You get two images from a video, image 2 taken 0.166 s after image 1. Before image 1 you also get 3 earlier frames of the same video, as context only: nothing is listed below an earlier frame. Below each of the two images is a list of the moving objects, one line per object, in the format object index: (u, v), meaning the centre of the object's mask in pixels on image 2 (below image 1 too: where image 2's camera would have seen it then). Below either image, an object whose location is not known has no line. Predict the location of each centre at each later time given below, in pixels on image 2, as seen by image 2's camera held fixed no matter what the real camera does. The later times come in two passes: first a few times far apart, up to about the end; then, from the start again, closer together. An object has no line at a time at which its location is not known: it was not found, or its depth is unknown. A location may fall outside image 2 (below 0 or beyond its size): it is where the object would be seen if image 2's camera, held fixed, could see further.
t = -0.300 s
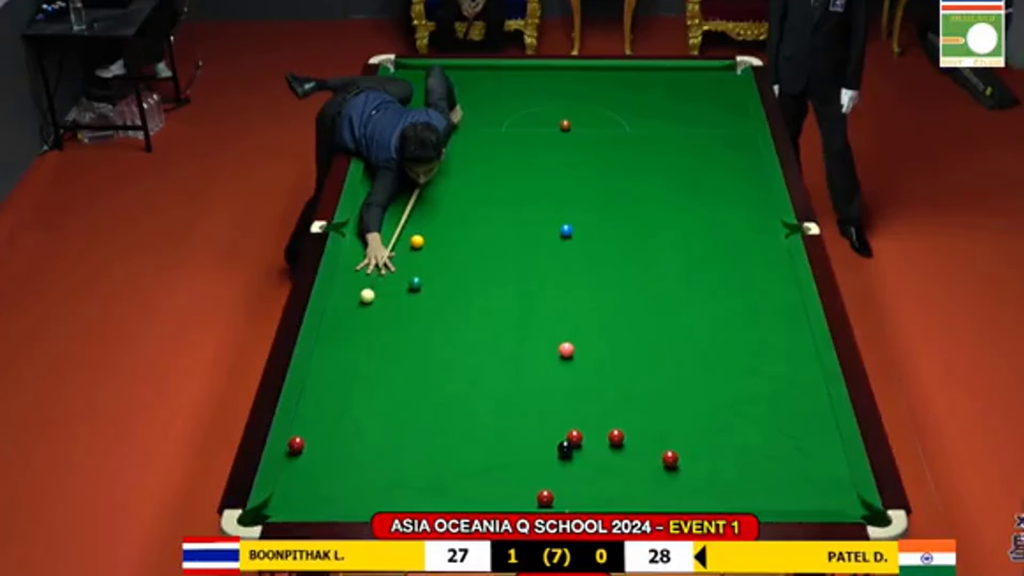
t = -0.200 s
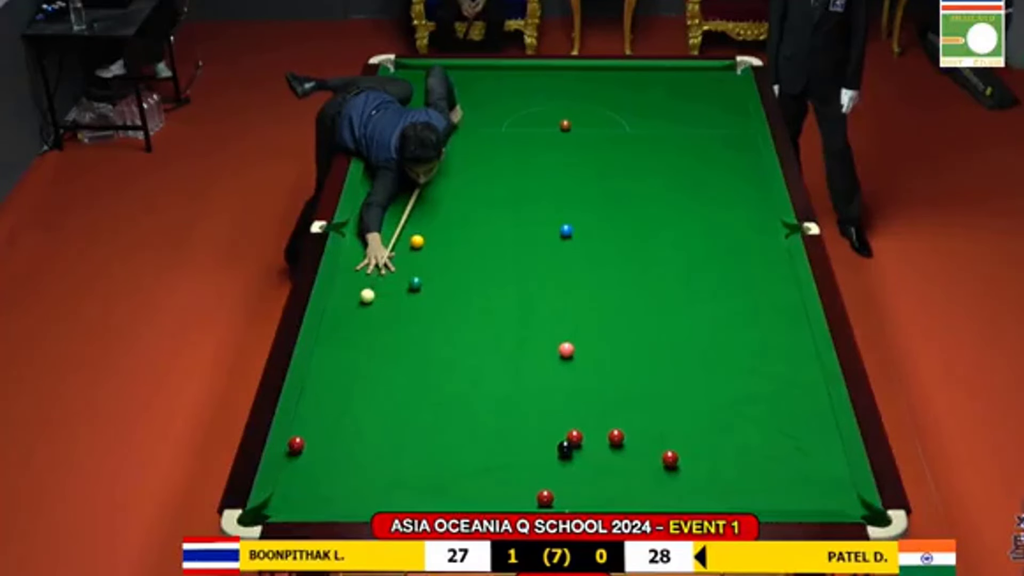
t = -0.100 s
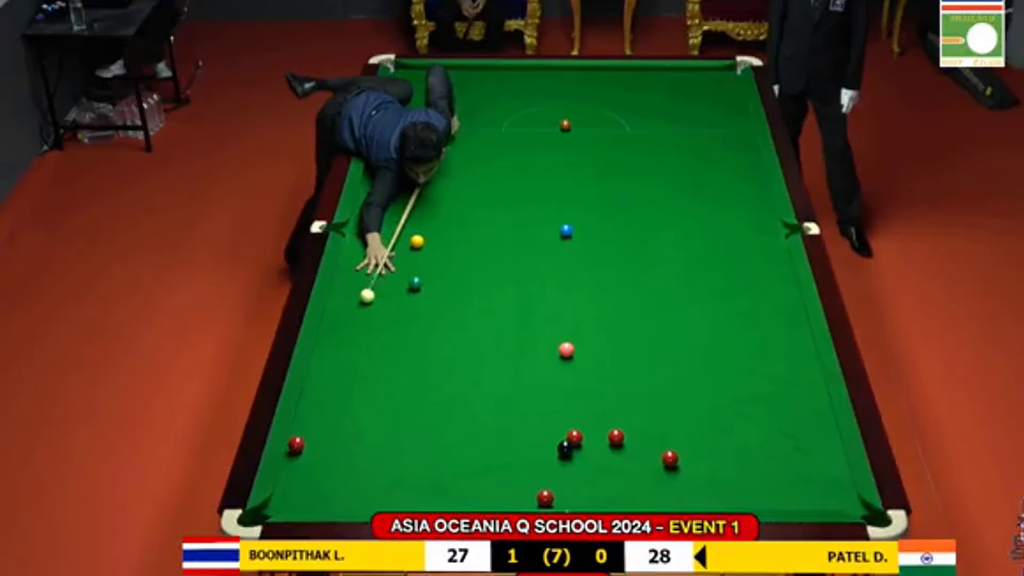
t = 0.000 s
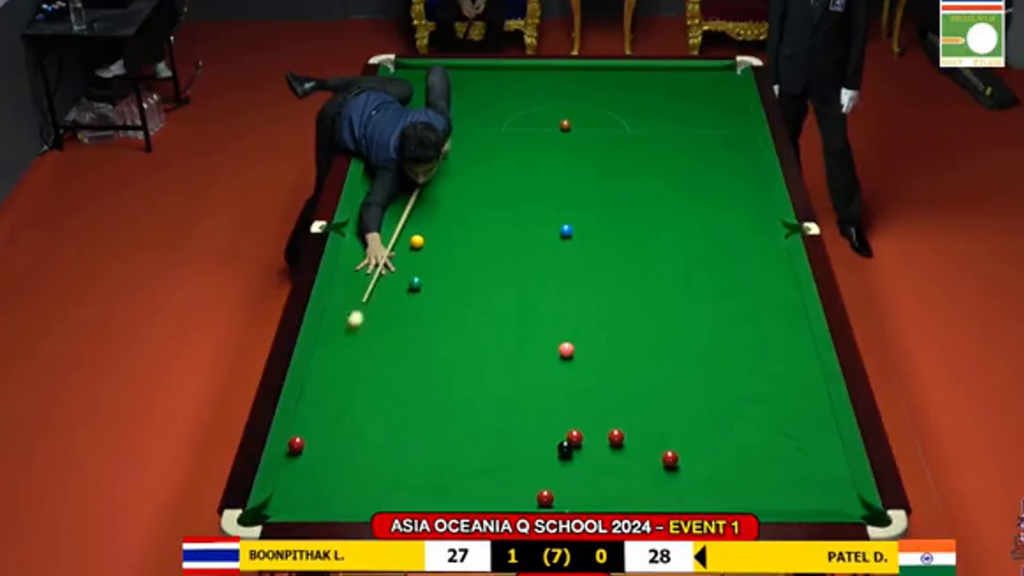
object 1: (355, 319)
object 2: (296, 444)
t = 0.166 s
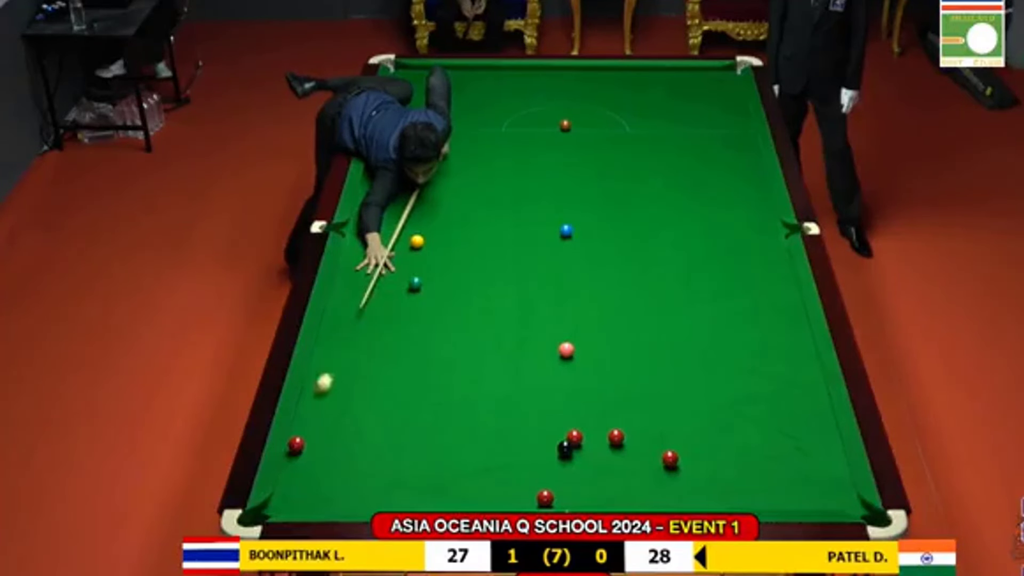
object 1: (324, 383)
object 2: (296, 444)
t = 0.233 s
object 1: (307, 417)
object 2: (296, 444)
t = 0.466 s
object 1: (304, 441)
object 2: (261, 514)
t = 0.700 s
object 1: (306, 468)
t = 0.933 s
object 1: (307, 497)
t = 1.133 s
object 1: (314, 496)
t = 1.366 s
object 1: (325, 480)
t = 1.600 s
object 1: (336, 464)
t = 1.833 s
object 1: (347, 448)
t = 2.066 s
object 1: (355, 436)
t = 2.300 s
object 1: (364, 423)
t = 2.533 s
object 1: (373, 412)
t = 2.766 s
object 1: (380, 402)
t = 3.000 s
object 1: (386, 393)
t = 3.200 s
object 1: (392, 386)
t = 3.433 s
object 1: (397, 378)
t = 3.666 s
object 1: (402, 372)
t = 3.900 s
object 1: (407, 366)
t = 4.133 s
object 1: (411, 361)
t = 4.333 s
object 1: (414, 356)
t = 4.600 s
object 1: (417, 352)
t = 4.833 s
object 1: (419, 349)
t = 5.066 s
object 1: (421, 347)
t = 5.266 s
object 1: (422, 345)
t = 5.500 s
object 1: (423, 344)
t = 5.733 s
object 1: (424, 344)
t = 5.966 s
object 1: (424, 344)
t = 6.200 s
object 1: (424, 344)
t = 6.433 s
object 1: (424, 344)
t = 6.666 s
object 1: (424, 344)
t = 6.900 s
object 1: (424, 344)
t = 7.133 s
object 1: (424, 344)
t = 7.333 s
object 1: (424, 344)
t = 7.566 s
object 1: (424, 344)
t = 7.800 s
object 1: (424, 344)
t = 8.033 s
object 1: (424, 344)
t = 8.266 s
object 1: (424, 344)
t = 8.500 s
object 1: (424, 344)
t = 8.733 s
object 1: (424, 344)
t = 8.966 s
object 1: (424, 344)
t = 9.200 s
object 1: (424, 344)
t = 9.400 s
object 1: (424, 344)
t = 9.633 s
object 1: (424, 344)
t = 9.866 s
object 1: (424, 344)
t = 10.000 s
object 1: (424, 344)
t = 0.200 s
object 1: (316, 400)
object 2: (296, 444)
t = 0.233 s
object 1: (307, 417)
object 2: (296, 444)
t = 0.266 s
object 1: (303, 426)
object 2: (296, 444)
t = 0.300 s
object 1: (297, 434)
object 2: (292, 456)
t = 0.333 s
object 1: (299, 435)
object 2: (287, 474)
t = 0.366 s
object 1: (300, 436)
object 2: (283, 483)
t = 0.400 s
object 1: (302, 438)
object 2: (278, 502)
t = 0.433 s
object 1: (303, 440)
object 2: (265, 512)
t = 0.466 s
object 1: (304, 441)
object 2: (261, 514)
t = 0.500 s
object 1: (305, 445)
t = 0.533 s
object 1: (305, 449)
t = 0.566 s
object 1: (306, 451)
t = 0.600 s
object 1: (306, 456)
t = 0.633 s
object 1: (306, 461)
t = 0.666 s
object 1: (306, 463)
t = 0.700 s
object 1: (306, 468)
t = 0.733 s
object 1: (306, 473)
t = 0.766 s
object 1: (306, 475)
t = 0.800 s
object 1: (306, 480)
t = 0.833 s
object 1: (306, 485)
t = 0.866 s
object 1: (307, 487)
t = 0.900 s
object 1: (307, 492)
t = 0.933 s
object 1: (307, 497)
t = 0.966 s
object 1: (307, 499)
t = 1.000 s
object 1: (308, 502)
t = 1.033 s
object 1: (309, 502)
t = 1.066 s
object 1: (310, 501)
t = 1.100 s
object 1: (312, 498)
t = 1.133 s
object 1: (314, 496)
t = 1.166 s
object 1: (315, 495)
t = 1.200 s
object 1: (317, 492)
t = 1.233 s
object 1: (319, 489)
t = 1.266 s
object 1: (320, 488)
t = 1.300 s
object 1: (322, 484)
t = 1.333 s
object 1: (324, 482)
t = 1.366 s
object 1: (325, 480)
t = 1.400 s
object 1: (327, 477)
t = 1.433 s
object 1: (329, 474)
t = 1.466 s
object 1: (330, 473)
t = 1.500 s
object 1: (332, 470)
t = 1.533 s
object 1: (334, 468)
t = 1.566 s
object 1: (334, 466)
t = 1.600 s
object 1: (336, 464)
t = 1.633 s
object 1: (338, 461)
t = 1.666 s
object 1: (339, 460)
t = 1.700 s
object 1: (341, 457)
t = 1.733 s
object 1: (342, 455)
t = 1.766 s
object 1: (343, 453)
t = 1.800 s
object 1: (345, 451)
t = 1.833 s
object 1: (347, 448)
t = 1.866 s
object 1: (347, 448)
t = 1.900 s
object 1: (349, 445)
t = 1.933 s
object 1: (351, 443)
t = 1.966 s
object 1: (351, 442)
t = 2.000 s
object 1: (353, 439)
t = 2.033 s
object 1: (355, 437)
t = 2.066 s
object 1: (355, 436)
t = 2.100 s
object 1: (357, 434)
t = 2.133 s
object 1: (358, 432)
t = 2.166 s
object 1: (359, 430)
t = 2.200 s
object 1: (361, 429)
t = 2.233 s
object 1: (362, 426)
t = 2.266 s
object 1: (363, 426)
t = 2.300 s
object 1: (364, 423)
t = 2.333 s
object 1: (366, 421)
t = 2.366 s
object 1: (366, 420)
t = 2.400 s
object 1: (368, 419)
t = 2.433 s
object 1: (369, 417)
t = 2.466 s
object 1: (370, 416)
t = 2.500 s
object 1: (371, 414)
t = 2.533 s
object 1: (373, 412)
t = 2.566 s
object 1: (373, 411)
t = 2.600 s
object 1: (375, 409)
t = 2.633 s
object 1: (376, 407)
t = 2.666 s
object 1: (377, 407)
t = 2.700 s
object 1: (378, 405)
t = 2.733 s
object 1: (379, 403)
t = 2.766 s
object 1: (380, 402)
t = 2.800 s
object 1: (381, 401)
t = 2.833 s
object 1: (382, 399)
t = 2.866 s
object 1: (382, 398)
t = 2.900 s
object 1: (384, 397)
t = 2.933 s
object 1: (385, 395)
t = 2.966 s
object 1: (386, 394)
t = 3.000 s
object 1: (386, 393)
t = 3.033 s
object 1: (388, 392)
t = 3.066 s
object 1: (388, 391)
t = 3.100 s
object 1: (389, 389)
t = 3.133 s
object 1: (390, 388)
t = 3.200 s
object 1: (392, 386)
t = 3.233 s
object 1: (392, 384)
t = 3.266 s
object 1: (393, 384)
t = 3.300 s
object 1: (394, 383)
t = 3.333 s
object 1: (395, 381)
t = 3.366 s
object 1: (396, 381)
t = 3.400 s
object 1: (396, 379)
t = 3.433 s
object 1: (397, 378)
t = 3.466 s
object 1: (398, 377)
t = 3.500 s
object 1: (399, 376)
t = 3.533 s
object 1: (399, 375)
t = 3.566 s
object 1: (400, 375)
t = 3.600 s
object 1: (401, 374)
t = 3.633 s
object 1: (402, 372)
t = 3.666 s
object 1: (402, 372)
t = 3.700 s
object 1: (403, 371)
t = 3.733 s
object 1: (404, 370)
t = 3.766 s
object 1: (404, 369)
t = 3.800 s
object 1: (405, 368)
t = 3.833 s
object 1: (406, 367)
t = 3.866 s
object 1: (406, 367)
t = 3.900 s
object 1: (407, 366)
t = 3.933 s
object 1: (407, 365)
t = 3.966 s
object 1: (408, 364)
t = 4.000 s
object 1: (409, 364)
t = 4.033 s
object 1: (409, 363)
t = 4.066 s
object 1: (410, 362)
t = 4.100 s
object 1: (410, 362)
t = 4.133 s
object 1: (411, 361)
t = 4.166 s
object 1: (411, 360)
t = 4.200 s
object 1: (412, 359)
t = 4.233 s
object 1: (412, 359)
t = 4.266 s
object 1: (413, 358)
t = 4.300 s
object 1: (413, 357)
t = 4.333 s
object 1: (414, 356)
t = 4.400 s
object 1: (415, 355)
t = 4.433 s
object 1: (415, 355)
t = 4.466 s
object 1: (416, 354)
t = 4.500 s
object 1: (416, 354)
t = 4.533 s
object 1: (417, 353)
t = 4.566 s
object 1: (417, 353)
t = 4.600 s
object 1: (417, 352)
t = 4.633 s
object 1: (418, 352)
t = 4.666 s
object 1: (418, 351)
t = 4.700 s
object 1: (418, 351)
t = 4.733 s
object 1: (418, 350)
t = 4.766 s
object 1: (419, 350)
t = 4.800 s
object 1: (419, 350)
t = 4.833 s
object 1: (419, 349)
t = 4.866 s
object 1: (419, 349)
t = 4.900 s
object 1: (420, 348)
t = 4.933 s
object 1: (420, 348)
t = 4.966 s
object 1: (420, 348)
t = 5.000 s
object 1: (421, 347)
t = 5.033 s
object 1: (421, 347)
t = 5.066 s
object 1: (421, 347)
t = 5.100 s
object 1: (421, 347)
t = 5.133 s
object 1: (421, 346)
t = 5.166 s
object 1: (422, 346)
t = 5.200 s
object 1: (422, 346)
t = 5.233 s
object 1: (422, 346)
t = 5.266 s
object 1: (422, 345)
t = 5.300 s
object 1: (422, 345)
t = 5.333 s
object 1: (422, 345)
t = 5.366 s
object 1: (422, 345)
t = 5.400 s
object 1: (423, 345)
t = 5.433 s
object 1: (423, 344)
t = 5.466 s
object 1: (423, 344)
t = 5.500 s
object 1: (423, 344)
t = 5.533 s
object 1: (423, 344)
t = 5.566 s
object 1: (423, 344)
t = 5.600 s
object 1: (423, 344)
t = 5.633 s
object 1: (423, 344)
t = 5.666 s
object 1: (424, 344)
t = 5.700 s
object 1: (424, 344)
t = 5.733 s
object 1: (424, 344)
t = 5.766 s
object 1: (424, 344)
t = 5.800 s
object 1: (424, 344)
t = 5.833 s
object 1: (424, 344)
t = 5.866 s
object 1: (424, 344)
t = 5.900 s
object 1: (424, 344)
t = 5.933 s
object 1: (424, 344)
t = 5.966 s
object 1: (424, 344)
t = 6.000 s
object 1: (424, 344)
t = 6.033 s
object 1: (424, 344)
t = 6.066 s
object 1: (424, 344)
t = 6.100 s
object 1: (424, 344)
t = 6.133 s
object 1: (424, 344)
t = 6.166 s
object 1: (424, 344)
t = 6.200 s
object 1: (424, 344)
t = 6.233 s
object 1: (424, 344)
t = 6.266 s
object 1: (424, 344)
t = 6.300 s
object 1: (424, 344)
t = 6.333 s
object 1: (424, 344)
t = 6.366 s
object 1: (424, 344)
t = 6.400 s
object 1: (424, 344)
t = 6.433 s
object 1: (424, 344)
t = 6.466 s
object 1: (424, 344)
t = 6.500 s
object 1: (424, 344)
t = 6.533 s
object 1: (424, 344)
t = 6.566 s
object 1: (424, 344)
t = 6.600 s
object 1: (424, 344)
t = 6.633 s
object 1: (424, 344)
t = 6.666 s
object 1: (424, 344)
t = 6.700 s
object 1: (424, 344)
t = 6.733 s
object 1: (424, 344)
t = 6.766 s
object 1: (424, 344)
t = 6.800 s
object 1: (424, 344)
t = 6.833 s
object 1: (424, 344)
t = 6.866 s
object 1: (424, 344)
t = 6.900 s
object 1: (424, 344)
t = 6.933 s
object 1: (424, 344)
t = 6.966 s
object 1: (424, 344)
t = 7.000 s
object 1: (424, 344)
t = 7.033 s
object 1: (424, 344)
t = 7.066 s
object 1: (424, 344)
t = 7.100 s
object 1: (424, 344)
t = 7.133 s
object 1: (424, 344)
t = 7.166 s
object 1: (424, 344)
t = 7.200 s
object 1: (424, 344)
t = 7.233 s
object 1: (424, 344)
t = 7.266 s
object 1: (424, 344)
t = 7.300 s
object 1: (424, 344)
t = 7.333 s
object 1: (424, 344)
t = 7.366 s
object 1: (424, 344)
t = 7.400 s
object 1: (424, 344)
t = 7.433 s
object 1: (424, 344)
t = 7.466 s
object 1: (424, 344)
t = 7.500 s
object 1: (424, 344)
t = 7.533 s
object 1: (424, 344)
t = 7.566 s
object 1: (424, 344)
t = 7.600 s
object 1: (424, 344)
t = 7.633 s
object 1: (424, 344)
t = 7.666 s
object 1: (424, 344)
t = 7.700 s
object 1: (424, 344)
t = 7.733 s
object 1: (424, 344)
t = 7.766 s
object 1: (424, 344)
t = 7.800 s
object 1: (424, 344)
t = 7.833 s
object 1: (424, 344)
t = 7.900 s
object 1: (424, 344)
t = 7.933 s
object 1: (424, 344)
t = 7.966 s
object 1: (424, 344)
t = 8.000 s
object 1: (424, 344)
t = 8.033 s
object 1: (424, 344)
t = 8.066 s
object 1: (424, 344)
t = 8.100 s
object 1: (424, 344)
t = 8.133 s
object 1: (424, 344)
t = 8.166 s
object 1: (424, 344)
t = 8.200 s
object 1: (424, 344)
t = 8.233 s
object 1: (424, 344)
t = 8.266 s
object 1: (424, 344)
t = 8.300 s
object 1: (424, 344)
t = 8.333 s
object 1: (424, 344)
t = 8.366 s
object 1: (424, 344)
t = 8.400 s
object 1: (424, 344)
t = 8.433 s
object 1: (424, 344)
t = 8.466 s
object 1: (424, 344)
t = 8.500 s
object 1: (424, 344)
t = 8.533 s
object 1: (424, 344)
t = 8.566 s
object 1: (424, 344)
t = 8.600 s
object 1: (424, 344)
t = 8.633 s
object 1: (424, 344)
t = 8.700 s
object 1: (424, 344)
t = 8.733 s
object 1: (424, 344)
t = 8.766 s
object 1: (424, 344)
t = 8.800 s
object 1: (424, 344)
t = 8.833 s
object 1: (424, 344)
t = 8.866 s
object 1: (424, 344)
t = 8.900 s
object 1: (424, 344)
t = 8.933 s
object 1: (424, 344)
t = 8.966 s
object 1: (424, 344)
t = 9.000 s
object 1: (424, 344)
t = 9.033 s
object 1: (424, 344)
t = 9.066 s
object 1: (424, 344)
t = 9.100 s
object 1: (424, 344)
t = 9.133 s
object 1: (424, 344)
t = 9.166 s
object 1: (424, 344)
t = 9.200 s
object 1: (424, 344)
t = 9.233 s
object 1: (424, 344)
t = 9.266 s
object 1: (424, 344)
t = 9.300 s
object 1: (424, 344)
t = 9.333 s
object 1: (424, 344)
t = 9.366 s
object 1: (424, 344)
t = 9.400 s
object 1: (424, 344)
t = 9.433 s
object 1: (424, 344)
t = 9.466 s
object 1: (424, 344)
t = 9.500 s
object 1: (424, 344)
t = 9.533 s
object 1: (424, 344)
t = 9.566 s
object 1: (424, 344)
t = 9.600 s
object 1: (424, 344)
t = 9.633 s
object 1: (424, 344)
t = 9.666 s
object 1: (424, 344)
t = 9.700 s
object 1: (424, 344)
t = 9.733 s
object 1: (424, 344)
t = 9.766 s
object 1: (424, 344)
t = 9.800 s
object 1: (424, 344)
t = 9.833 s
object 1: (424, 344)
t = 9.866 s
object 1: (424, 344)
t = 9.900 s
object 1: (424, 344)
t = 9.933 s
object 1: (424, 344)
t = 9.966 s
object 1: (424, 344)
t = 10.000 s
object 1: (424, 344)
